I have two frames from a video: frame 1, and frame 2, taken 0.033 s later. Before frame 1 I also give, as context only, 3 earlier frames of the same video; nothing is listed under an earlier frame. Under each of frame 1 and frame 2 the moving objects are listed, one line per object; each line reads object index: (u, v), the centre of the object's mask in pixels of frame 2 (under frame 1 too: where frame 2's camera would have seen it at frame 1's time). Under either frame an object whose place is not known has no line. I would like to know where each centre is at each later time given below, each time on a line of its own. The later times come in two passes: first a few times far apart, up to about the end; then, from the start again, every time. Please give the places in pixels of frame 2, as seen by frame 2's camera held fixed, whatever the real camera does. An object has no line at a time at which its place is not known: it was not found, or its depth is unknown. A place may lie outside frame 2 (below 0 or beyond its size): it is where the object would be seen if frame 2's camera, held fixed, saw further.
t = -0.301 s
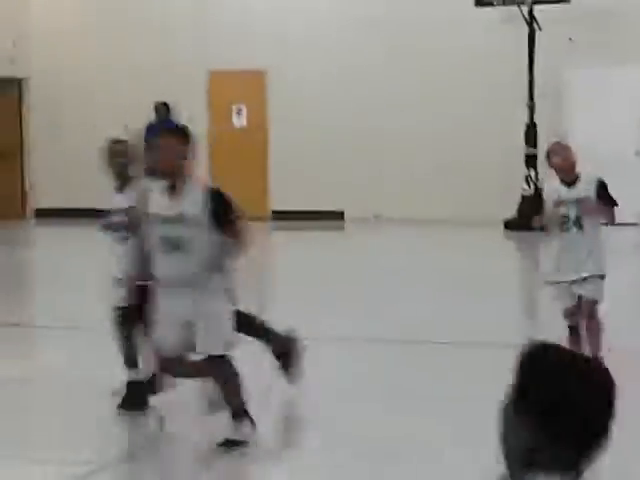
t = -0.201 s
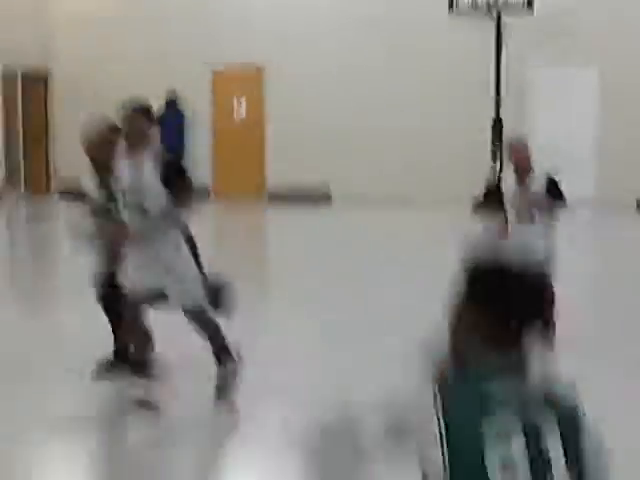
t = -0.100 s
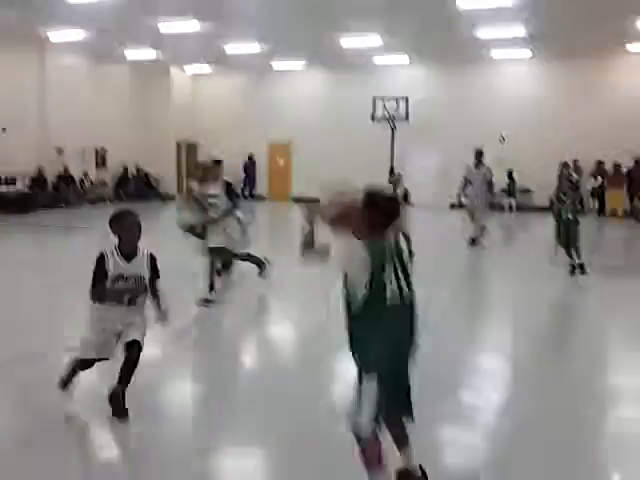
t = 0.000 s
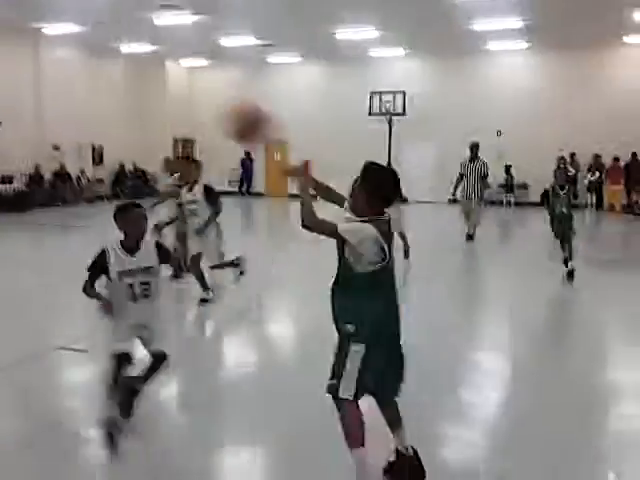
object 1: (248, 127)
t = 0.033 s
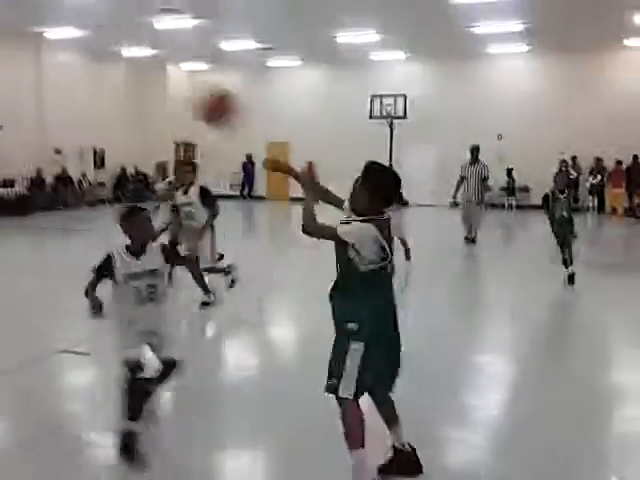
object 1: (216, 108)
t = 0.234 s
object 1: (58, 35)
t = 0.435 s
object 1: (-40, 39)
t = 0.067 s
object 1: (188, 89)
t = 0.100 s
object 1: (154, 72)
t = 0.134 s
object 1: (130, 60)
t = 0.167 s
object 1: (102, 48)
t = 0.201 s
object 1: (81, 42)
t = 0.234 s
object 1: (58, 35)
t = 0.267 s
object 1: (38, 32)
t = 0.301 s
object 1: (21, 30)
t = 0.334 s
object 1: (3, 29)
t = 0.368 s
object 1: (-12, 31)
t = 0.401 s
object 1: (-26, 34)
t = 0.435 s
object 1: (-40, 39)
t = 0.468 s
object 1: (-52, 43)
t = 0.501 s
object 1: (-63, 50)
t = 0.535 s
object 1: (-73, 59)
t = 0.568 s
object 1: (-83, 66)
